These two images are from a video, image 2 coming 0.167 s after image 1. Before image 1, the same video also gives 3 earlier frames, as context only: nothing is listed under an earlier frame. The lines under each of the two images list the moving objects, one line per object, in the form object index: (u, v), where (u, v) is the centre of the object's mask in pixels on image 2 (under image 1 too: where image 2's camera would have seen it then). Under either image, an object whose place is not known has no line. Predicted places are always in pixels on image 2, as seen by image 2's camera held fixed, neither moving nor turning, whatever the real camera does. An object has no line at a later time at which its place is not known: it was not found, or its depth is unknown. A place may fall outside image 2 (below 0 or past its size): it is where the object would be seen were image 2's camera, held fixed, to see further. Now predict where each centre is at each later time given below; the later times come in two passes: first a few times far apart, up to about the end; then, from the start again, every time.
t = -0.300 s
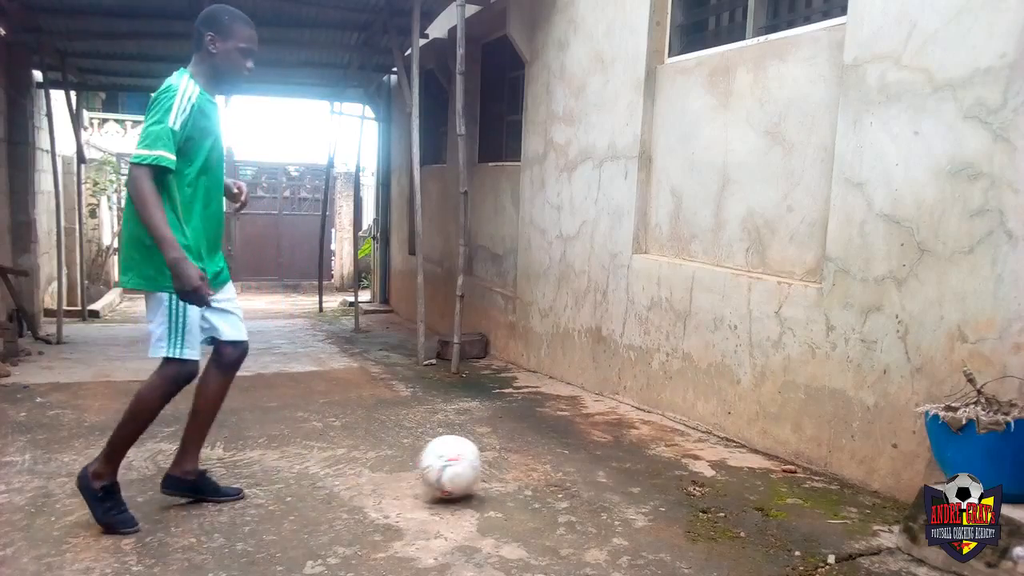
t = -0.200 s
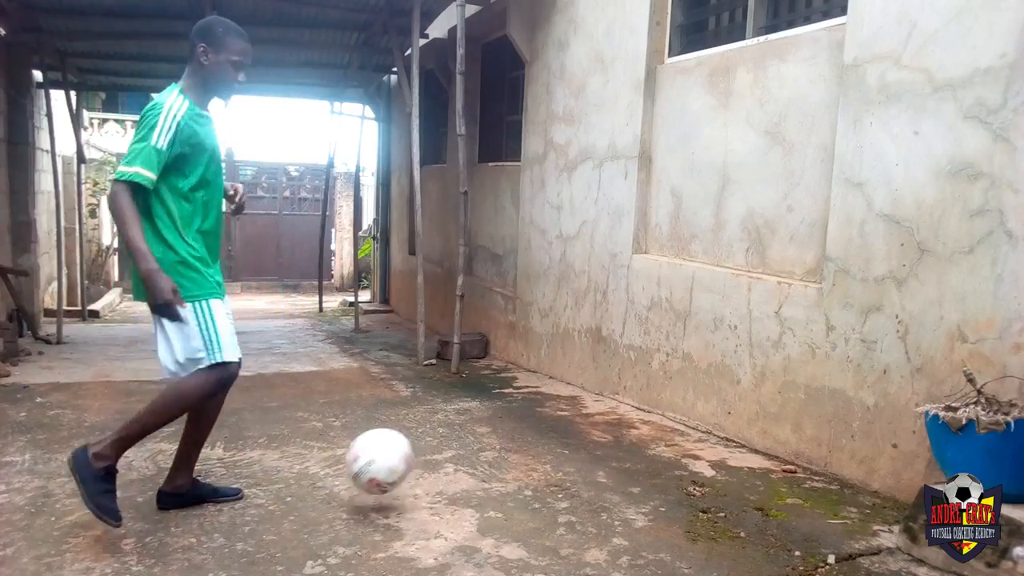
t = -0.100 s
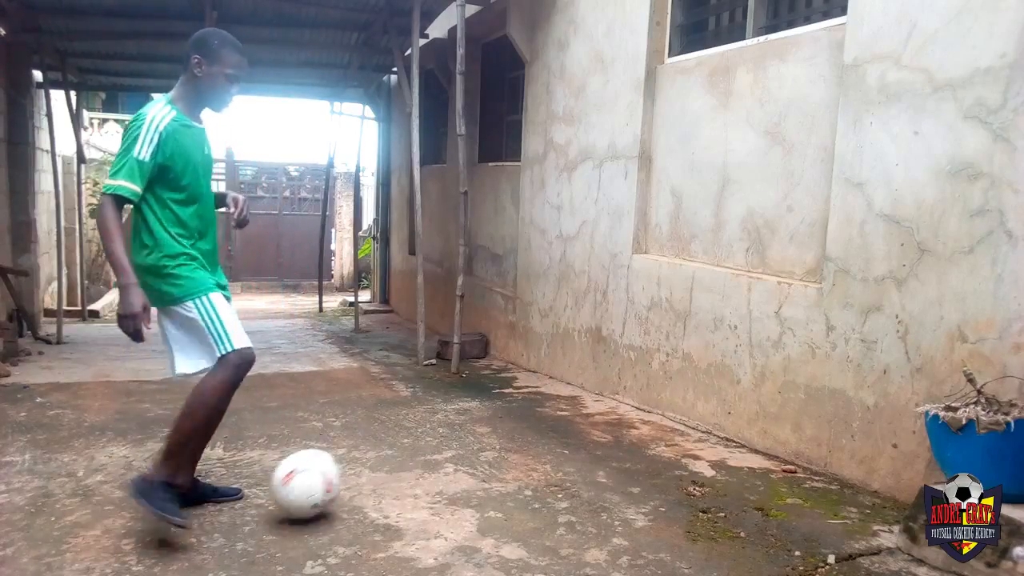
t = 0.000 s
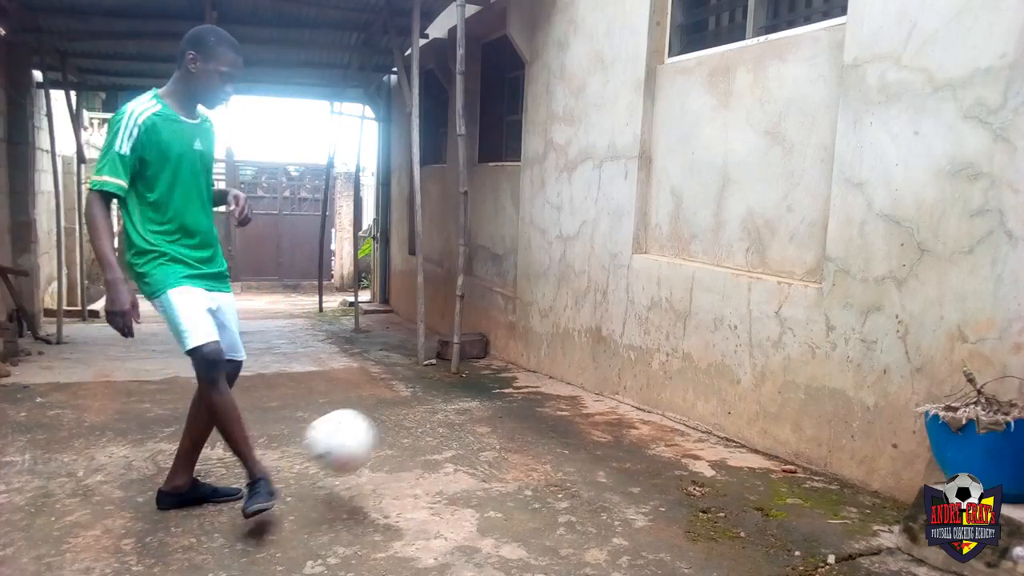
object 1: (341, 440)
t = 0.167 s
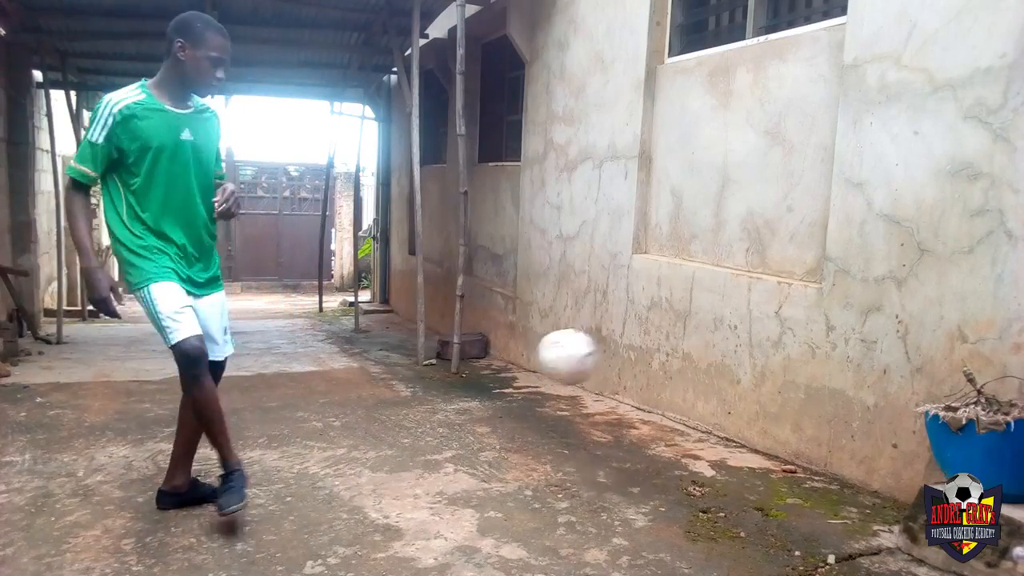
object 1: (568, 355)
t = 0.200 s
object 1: (607, 350)
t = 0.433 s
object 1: (638, 389)
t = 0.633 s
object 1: (485, 405)
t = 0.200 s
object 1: (607, 350)
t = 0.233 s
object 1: (643, 345)
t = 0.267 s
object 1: (679, 344)
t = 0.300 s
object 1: (712, 345)
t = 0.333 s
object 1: (722, 350)
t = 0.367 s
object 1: (694, 360)
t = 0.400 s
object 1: (666, 374)
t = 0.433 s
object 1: (638, 389)
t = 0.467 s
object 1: (606, 408)
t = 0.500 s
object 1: (574, 433)
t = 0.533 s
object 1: (550, 435)
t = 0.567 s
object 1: (528, 421)
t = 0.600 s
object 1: (507, 410)
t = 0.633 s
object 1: (485, 405)
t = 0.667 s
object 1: (464, 399)
